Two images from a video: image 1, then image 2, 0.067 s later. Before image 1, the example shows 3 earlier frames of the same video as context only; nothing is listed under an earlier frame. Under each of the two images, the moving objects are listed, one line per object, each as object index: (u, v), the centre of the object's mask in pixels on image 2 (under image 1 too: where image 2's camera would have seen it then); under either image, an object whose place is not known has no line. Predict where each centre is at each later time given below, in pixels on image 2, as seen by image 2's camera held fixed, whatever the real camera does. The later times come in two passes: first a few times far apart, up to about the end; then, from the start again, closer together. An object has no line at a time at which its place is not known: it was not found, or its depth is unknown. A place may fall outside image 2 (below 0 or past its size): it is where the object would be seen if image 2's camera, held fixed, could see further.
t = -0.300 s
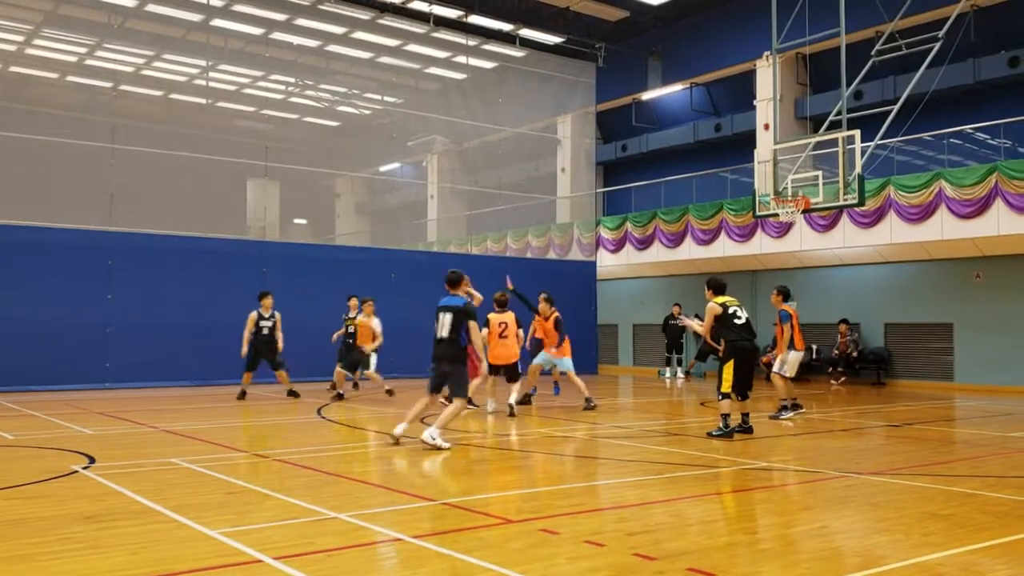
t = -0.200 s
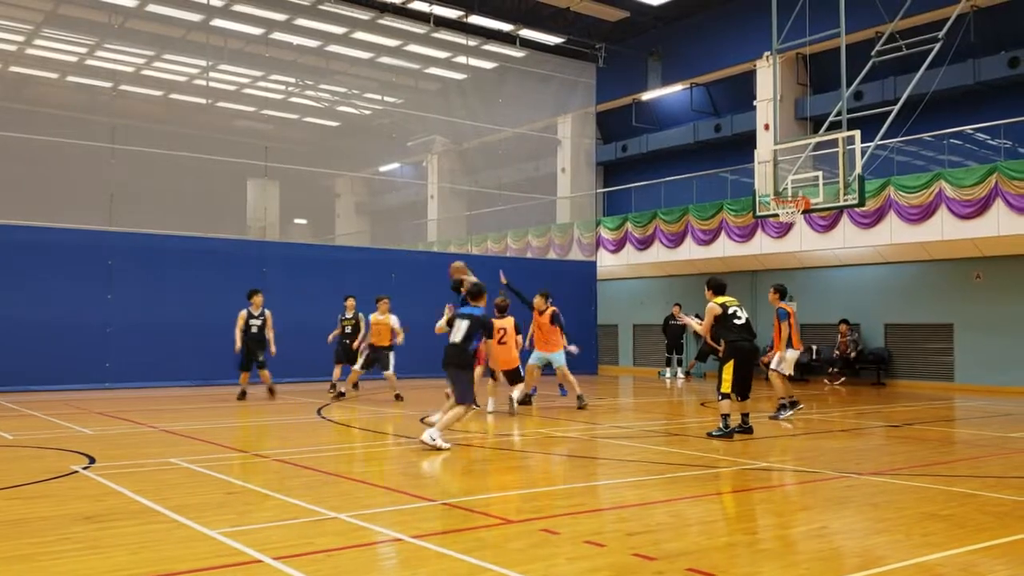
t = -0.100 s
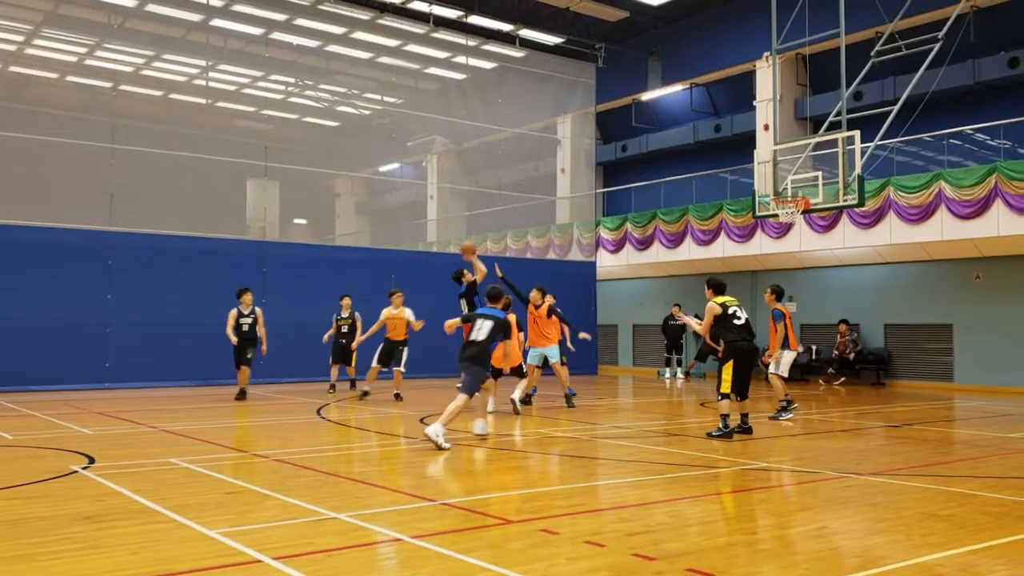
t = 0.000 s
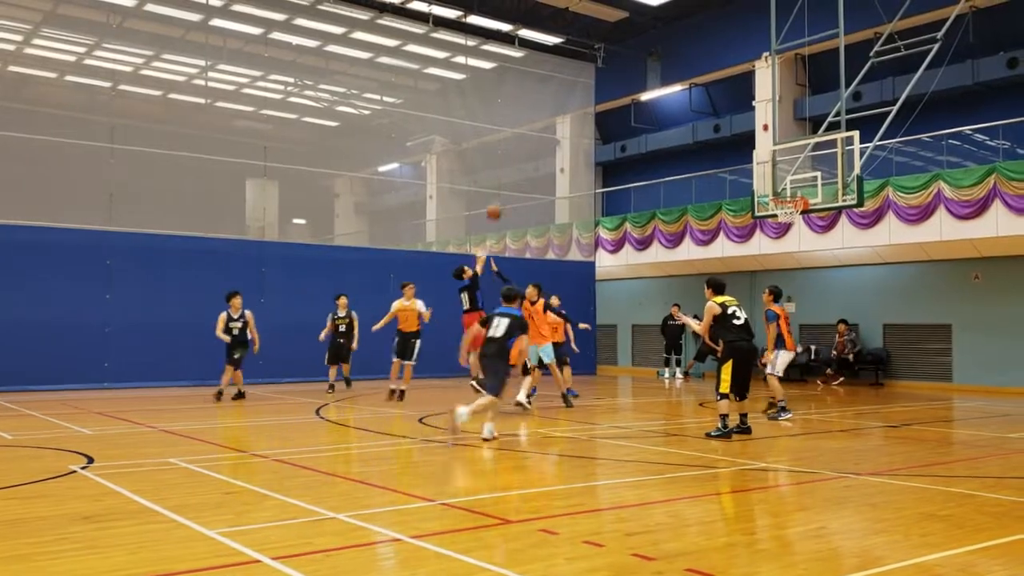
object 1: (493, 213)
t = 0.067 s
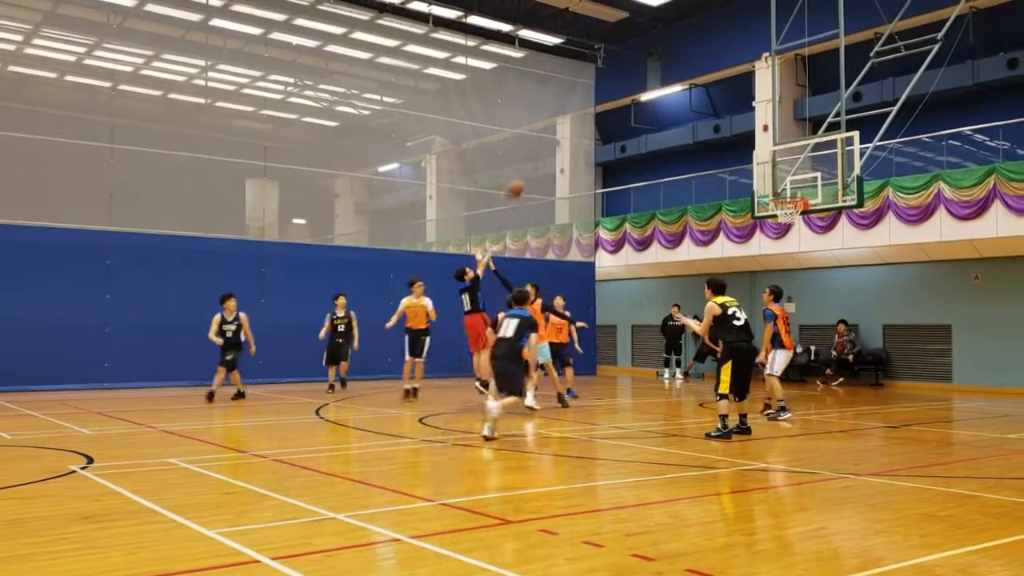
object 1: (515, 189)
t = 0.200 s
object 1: (555, 153)
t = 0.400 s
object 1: (616, 120)
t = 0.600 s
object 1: (673, 115)
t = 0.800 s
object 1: (731, 135)
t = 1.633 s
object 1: (720, 115)
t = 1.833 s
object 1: (691, 141)
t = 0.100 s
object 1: (524, 179)
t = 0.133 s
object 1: (534, 171)
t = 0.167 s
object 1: (544, 162)
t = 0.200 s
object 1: (555, 153)
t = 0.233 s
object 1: (565, 146)
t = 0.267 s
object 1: (576, 139)
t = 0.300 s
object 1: (585, 133)
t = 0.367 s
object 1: (606, 124)
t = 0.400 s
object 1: (616, 120)
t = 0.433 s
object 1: (626, 117)
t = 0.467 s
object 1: (634, 115)
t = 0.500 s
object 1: (644, 114)
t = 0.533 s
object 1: (655, 114)
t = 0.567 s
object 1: (664, 114)
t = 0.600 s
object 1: (673, 115)
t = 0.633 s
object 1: (683, 117)
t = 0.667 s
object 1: (693, 118)
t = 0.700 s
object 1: (702, 121)
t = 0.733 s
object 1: (712, 125)
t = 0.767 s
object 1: (722, 130)
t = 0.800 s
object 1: (731, 135)
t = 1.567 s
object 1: (729, 113)
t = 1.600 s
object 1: (725, 113)
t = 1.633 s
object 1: (720, 115)
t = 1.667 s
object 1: (716, 117)
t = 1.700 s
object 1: (711, 121)
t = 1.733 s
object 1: (706, 123)
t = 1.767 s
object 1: (701, 129)
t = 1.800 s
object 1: (697, 135)
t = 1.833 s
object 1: (691, 141)
